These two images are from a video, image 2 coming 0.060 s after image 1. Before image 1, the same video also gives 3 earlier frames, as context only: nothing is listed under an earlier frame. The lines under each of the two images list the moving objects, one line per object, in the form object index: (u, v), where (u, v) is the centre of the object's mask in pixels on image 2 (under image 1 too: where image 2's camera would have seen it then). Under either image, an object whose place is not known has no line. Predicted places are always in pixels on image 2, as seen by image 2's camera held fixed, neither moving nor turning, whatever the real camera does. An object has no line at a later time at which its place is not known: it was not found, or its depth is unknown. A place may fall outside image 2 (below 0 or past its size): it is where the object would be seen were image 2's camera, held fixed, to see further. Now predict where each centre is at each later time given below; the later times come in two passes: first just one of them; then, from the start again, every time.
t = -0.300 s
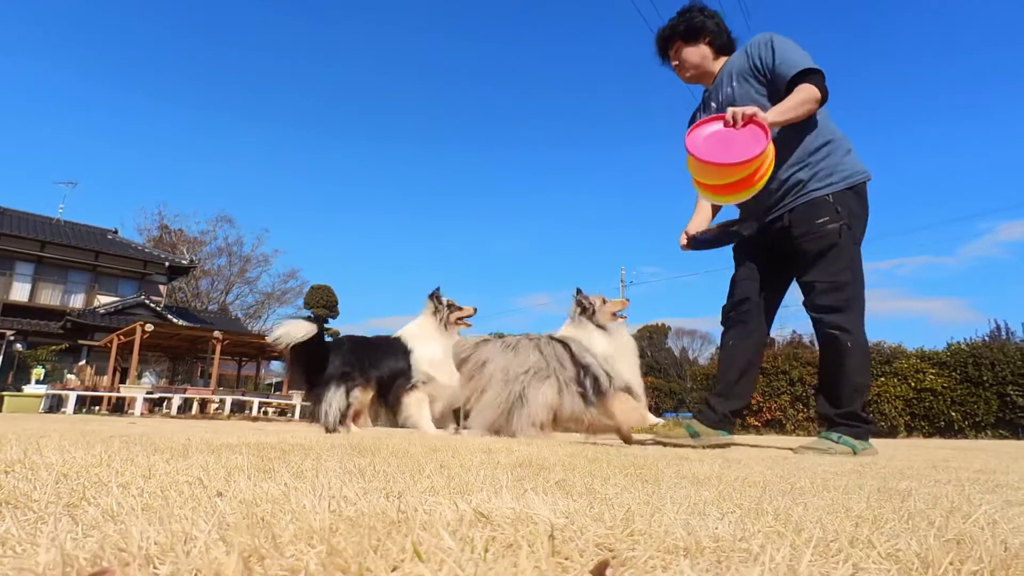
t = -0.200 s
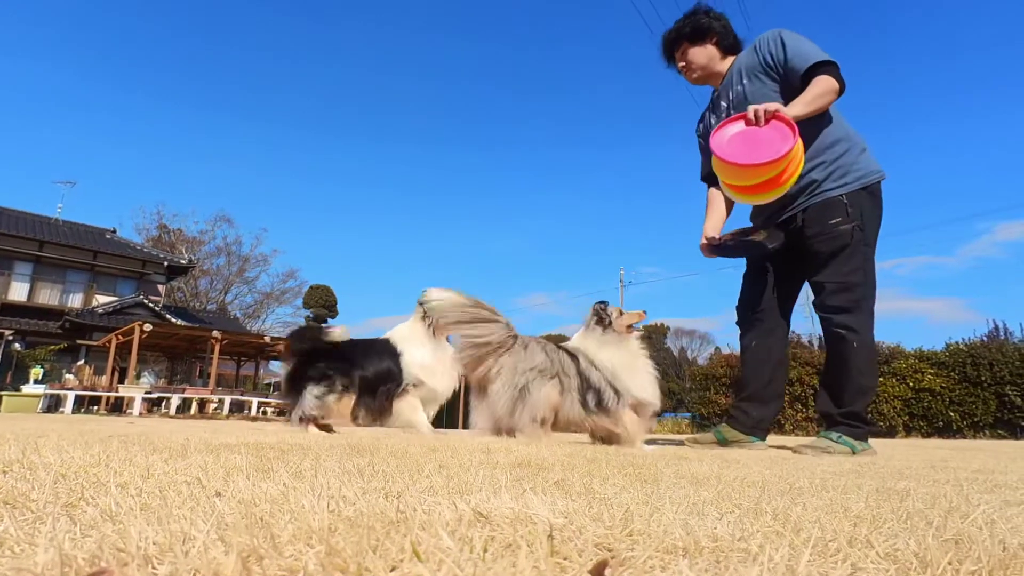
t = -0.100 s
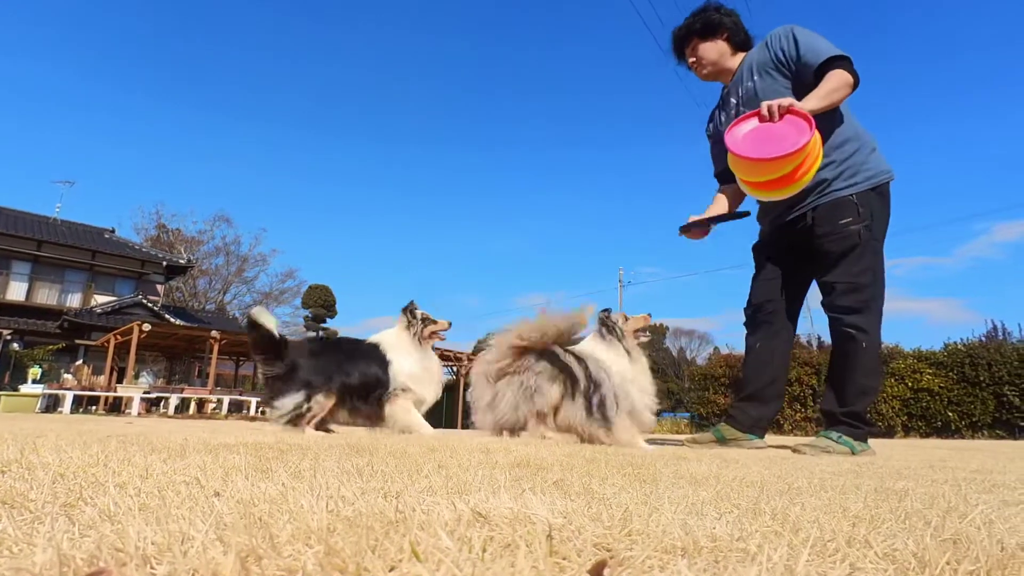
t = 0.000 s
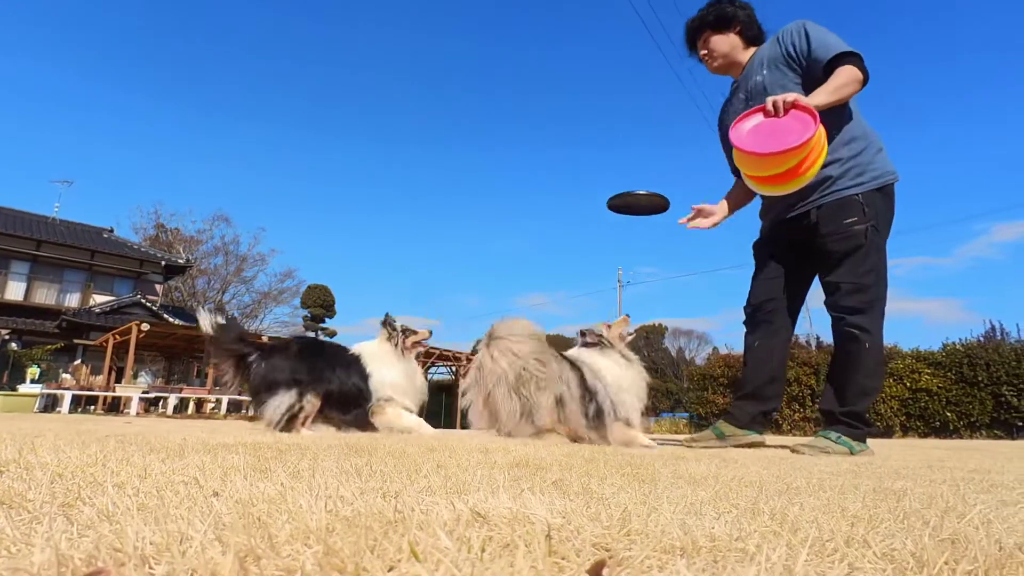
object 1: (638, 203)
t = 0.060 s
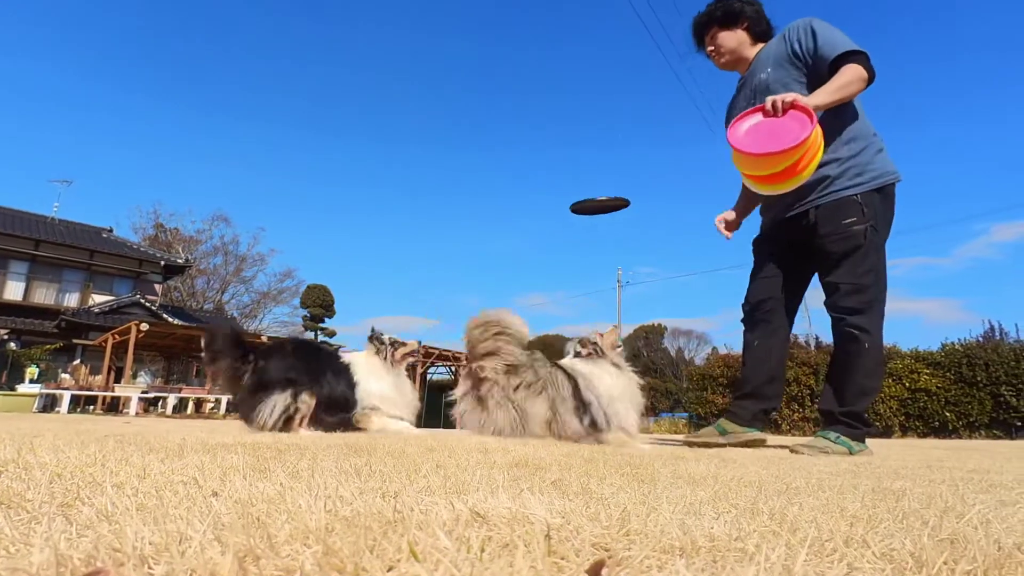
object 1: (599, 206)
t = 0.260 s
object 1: (496, 255)
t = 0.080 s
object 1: (588, 208)
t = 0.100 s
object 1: (577, 211)
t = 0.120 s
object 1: (566, 215)
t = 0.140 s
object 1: (555, 219)
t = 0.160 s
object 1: (544, 224)
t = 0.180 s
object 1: (533, 230)
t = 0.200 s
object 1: (523, 235)
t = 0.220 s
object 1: (513, 242)
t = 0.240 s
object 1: (505, 248)
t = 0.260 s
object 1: (496, 255)
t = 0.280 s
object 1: (486, 262)
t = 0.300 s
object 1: (476, 270)
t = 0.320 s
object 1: (466, 277)
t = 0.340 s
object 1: (457, 285)
